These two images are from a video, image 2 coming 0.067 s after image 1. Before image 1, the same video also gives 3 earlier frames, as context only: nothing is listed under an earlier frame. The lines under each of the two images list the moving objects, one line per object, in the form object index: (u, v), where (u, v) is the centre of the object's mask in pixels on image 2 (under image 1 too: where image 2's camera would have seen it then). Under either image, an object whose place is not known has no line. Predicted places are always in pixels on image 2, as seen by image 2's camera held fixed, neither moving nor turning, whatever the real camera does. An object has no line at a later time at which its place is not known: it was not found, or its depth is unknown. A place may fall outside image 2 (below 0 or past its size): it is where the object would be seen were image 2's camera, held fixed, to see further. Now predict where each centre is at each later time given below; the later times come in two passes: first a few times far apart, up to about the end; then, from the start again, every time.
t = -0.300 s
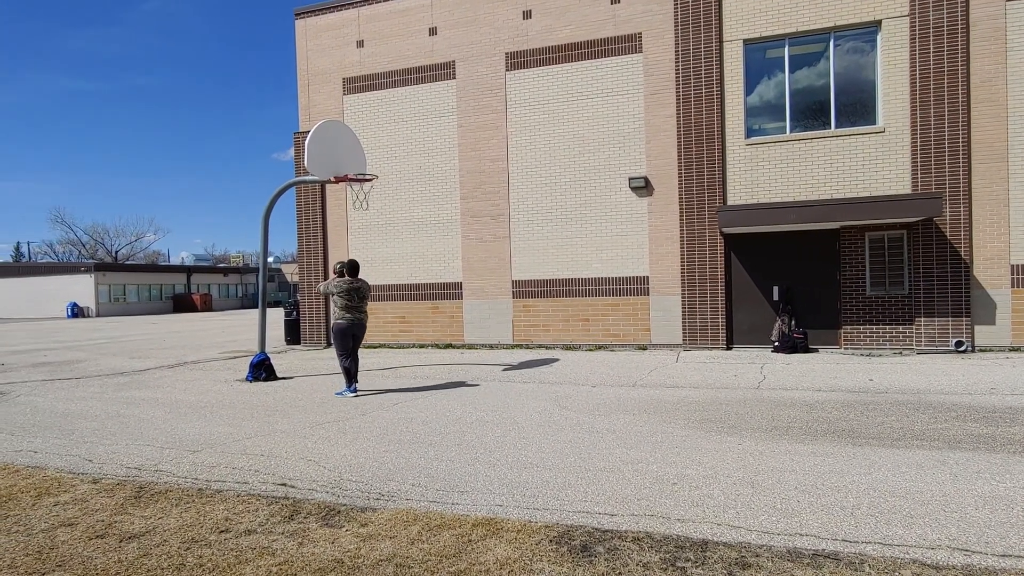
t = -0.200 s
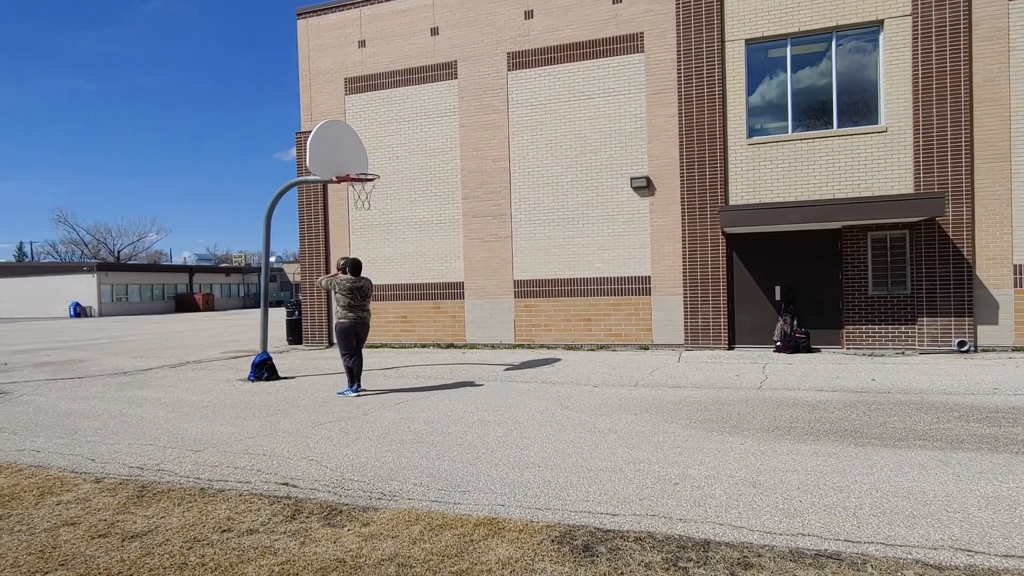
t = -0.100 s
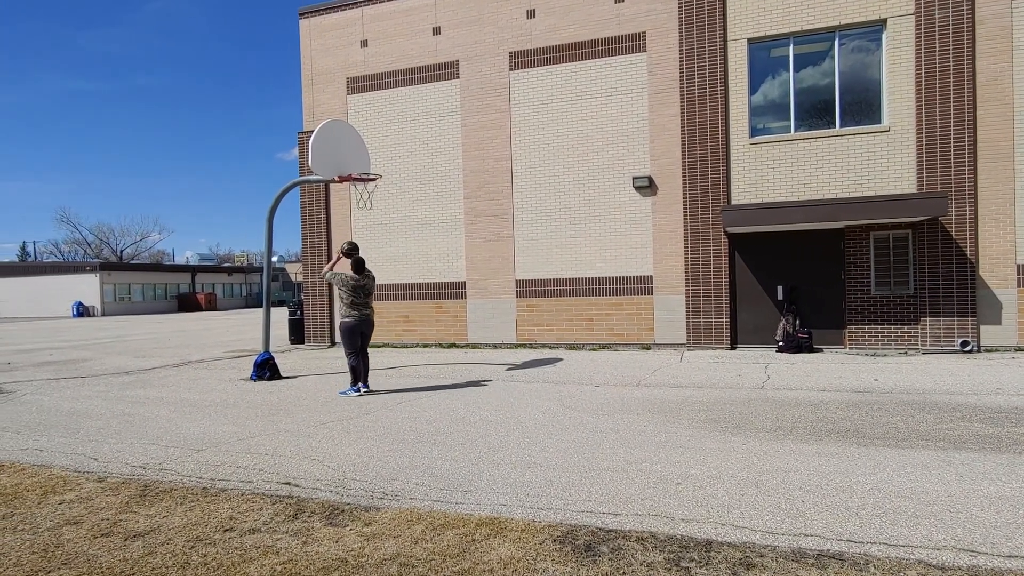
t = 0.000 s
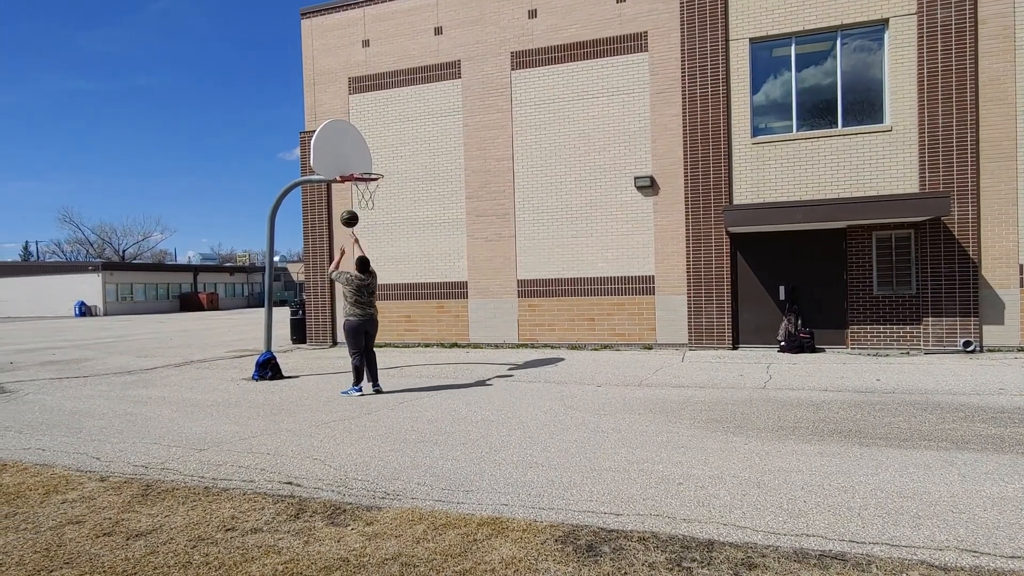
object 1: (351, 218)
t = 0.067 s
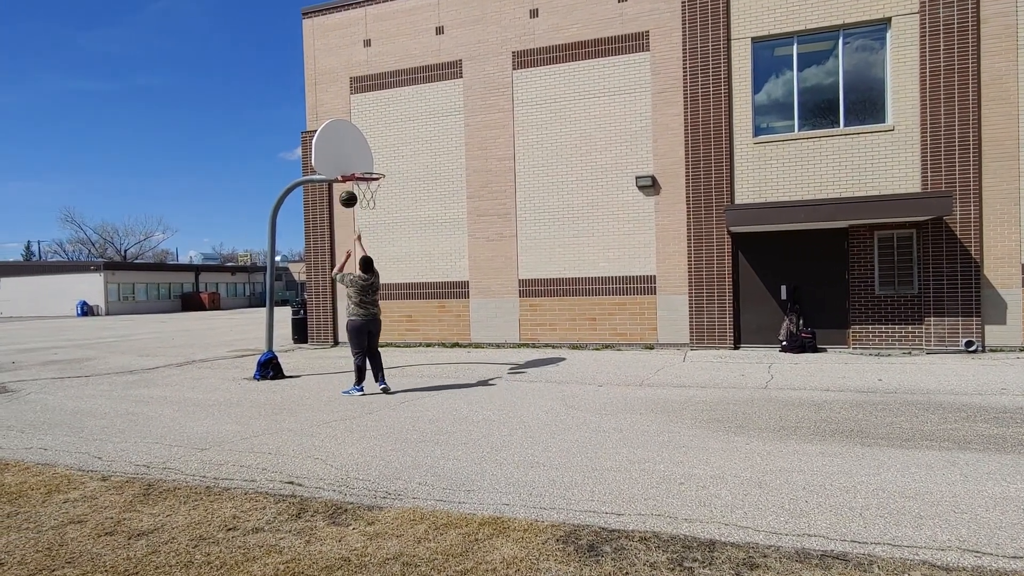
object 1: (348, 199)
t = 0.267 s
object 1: (341, 162)
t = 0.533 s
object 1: (371, 174)
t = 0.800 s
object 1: (366, 209)
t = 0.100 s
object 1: (347, 191)
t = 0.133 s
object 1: (346, 183)
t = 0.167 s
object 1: (345, 177)
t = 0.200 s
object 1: (344, 171)
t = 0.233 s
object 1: (342, 166)
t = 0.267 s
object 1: (341, 162)
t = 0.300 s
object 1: (343, 160)
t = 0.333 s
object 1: (347, 160)
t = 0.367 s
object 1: (351, 161)
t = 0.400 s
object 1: (355, 162)
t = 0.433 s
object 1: (359, 164)
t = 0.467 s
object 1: (363, 166)
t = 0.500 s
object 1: (367, 170)
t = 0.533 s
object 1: (371, 174)
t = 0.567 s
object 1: (374, 179)
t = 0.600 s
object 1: (373, 183)
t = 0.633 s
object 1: (373, 188)
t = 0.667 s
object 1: (371, 192)
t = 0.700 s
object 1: (370, 196)
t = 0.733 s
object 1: (368, 200)
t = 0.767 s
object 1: (367, 205)
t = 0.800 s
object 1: (366, 209)
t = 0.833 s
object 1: (365, 214)
